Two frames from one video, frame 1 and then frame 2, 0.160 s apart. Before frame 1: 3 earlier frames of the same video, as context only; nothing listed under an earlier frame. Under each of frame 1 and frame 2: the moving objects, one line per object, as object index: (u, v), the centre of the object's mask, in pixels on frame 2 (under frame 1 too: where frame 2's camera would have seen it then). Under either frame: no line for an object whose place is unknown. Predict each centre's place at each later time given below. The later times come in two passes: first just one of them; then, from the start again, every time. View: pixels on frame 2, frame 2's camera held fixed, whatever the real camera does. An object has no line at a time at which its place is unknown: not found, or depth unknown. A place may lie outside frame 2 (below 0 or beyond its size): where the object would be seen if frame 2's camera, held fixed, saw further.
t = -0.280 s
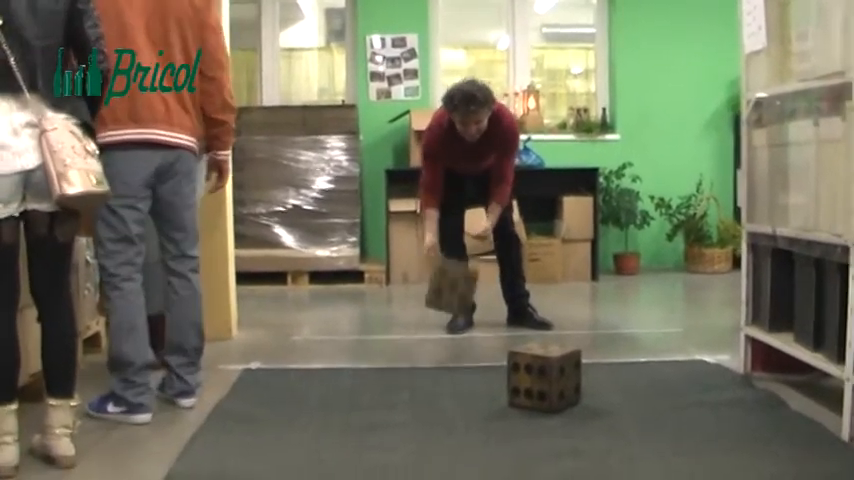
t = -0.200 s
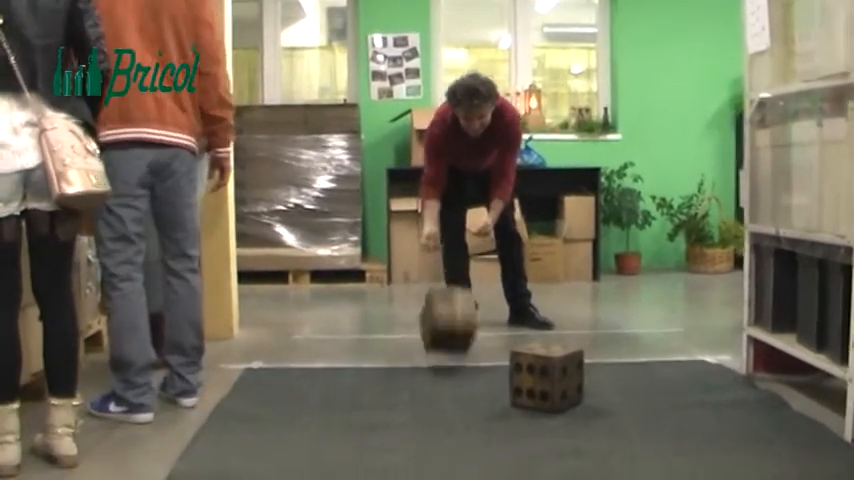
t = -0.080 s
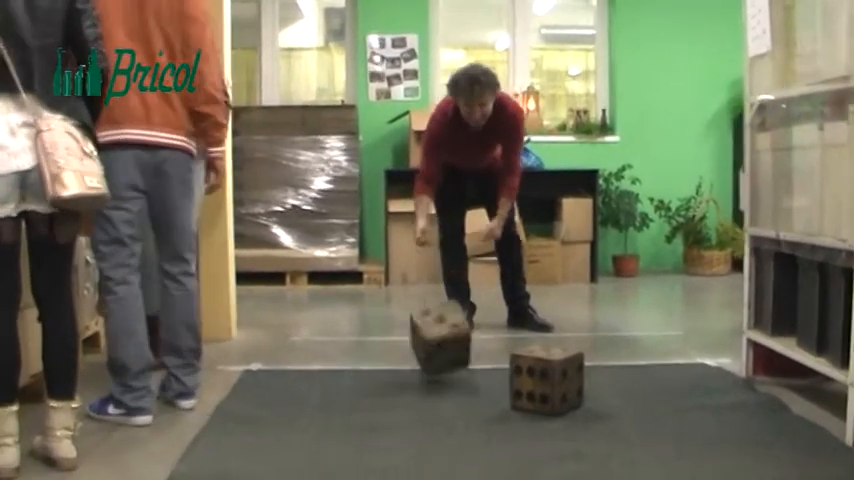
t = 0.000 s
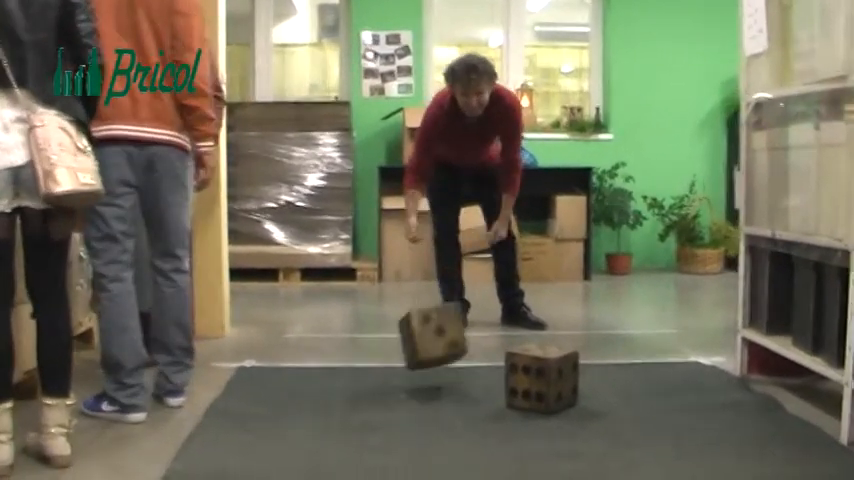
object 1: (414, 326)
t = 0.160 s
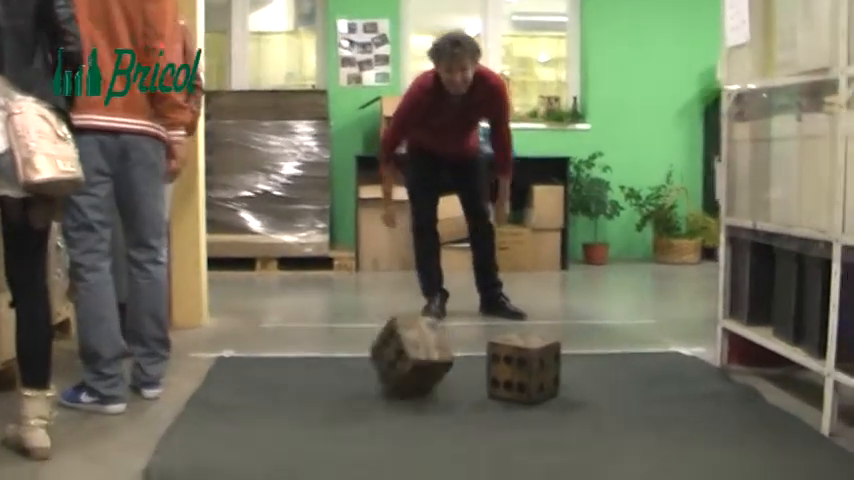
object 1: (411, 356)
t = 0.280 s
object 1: (420, 379)
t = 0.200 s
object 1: (412, 360)
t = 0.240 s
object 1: (415, 368)
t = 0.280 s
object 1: (420, 379)
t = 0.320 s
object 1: (425, 376)
